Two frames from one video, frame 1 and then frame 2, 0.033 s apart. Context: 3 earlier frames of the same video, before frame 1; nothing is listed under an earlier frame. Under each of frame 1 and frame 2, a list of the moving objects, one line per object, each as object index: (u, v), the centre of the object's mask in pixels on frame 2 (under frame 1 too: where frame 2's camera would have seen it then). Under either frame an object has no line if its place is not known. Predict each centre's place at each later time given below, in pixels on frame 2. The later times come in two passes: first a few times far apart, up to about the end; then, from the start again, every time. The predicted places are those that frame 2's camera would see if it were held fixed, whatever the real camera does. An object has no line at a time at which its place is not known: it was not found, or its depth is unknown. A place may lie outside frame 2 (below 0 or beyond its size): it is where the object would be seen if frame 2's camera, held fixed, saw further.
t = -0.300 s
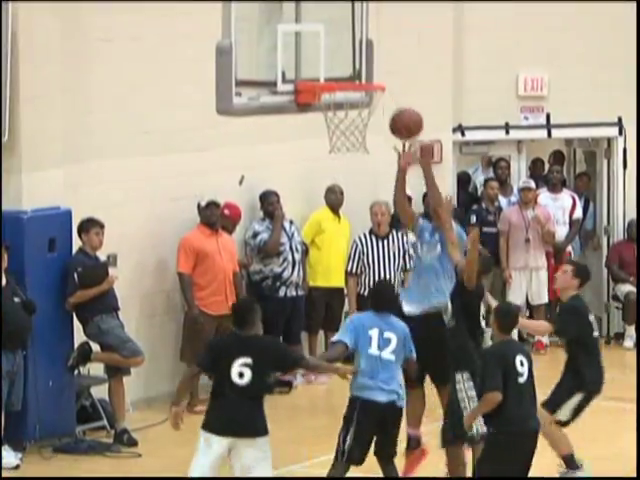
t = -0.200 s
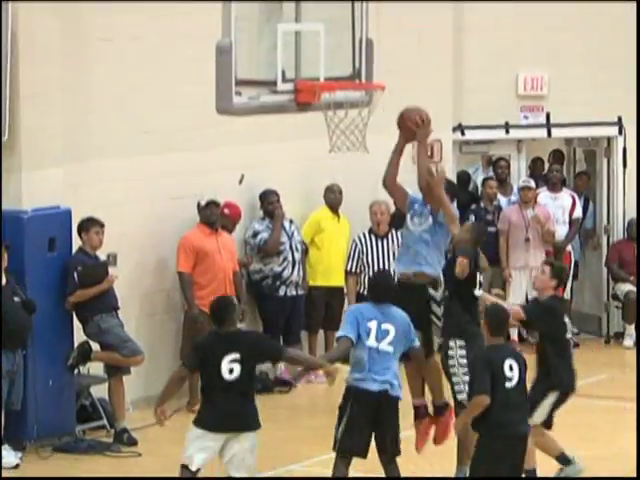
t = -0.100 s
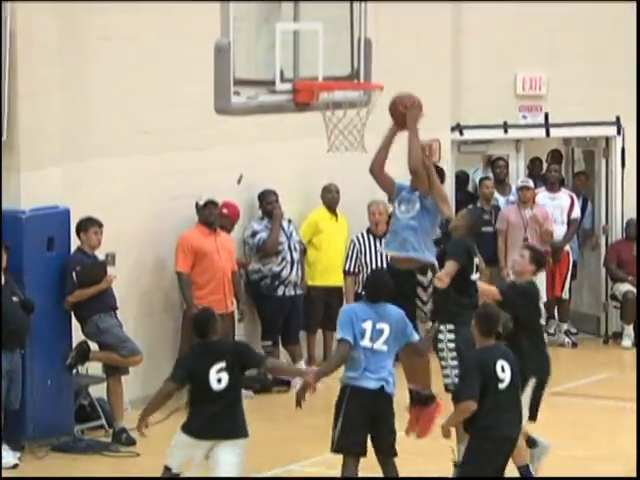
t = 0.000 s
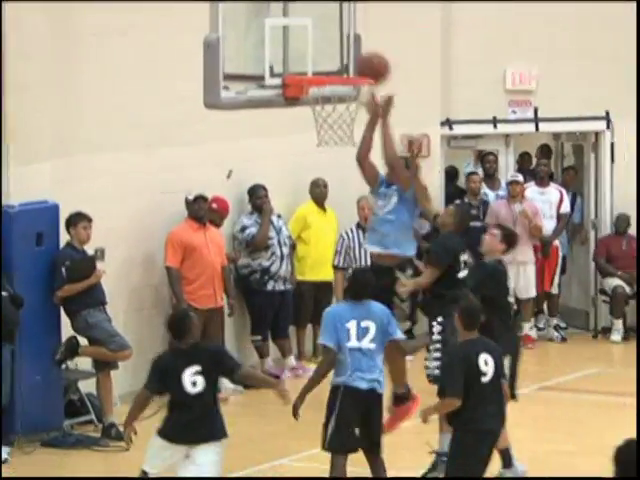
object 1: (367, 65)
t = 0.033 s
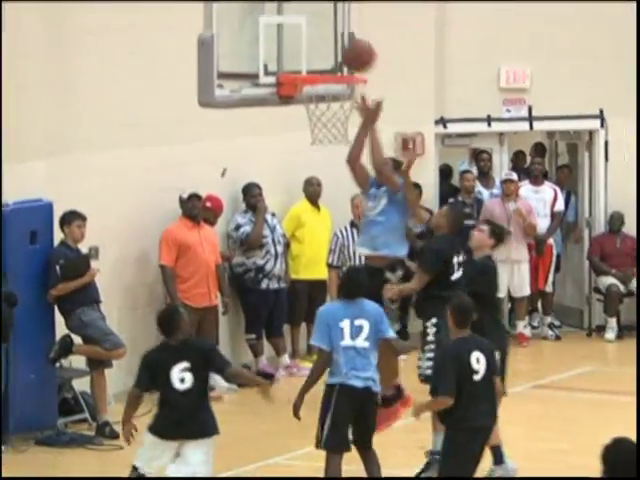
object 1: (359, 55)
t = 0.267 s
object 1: (323, 27)
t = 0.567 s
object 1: (336, 111)
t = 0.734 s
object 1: (342, 137)
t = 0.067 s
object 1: (350, 46)
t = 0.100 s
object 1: (341, 38)
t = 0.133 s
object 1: (331, 31)
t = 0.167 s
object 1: (323, 27)
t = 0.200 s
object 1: (321, 25)
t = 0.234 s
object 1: (322, 25)
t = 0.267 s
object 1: (323, 27)
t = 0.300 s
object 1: (325, 31)
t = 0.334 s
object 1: (326, 36)
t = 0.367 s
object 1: (326, 42)
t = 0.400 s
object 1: (328, 50)
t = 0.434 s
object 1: (330, 60)
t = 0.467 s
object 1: (331, 66)
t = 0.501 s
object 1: (331, 92)
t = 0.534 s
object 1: (334, 99)
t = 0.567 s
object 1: (336, 111)
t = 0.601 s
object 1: (337, 116)
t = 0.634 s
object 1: (338, 119)
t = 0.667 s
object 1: (339, 123)
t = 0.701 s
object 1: (340, 130)
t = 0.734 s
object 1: (342, 137)
